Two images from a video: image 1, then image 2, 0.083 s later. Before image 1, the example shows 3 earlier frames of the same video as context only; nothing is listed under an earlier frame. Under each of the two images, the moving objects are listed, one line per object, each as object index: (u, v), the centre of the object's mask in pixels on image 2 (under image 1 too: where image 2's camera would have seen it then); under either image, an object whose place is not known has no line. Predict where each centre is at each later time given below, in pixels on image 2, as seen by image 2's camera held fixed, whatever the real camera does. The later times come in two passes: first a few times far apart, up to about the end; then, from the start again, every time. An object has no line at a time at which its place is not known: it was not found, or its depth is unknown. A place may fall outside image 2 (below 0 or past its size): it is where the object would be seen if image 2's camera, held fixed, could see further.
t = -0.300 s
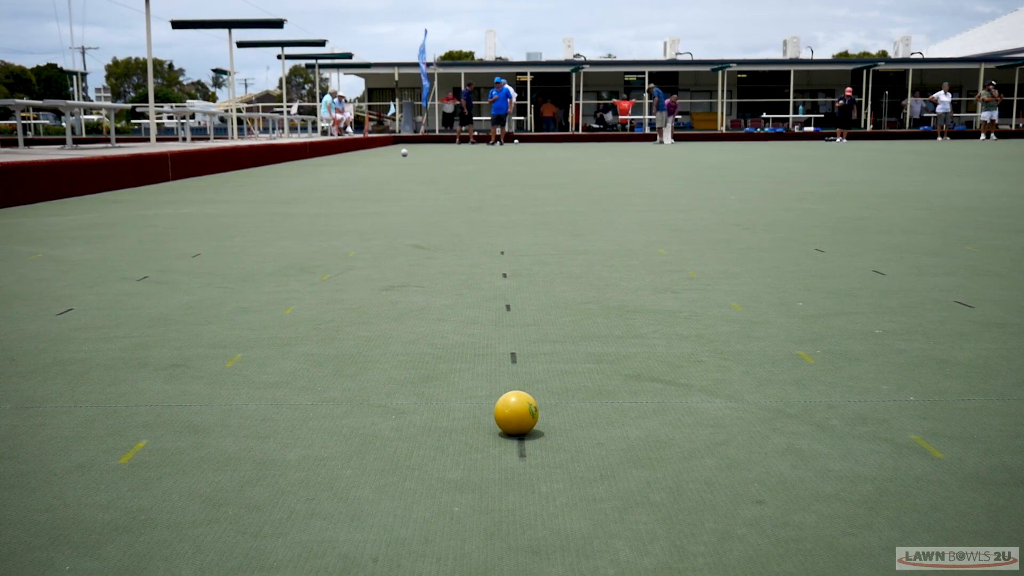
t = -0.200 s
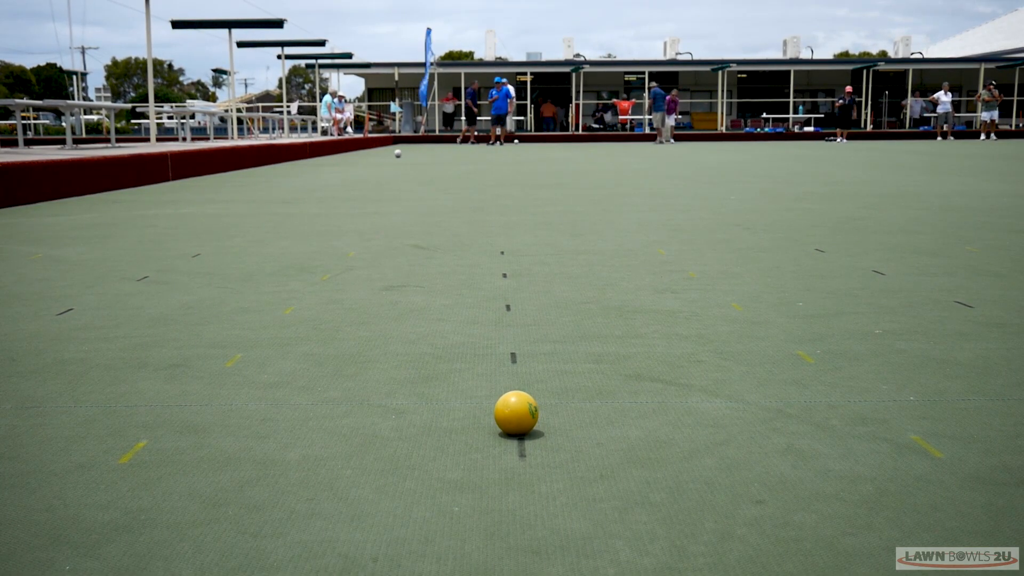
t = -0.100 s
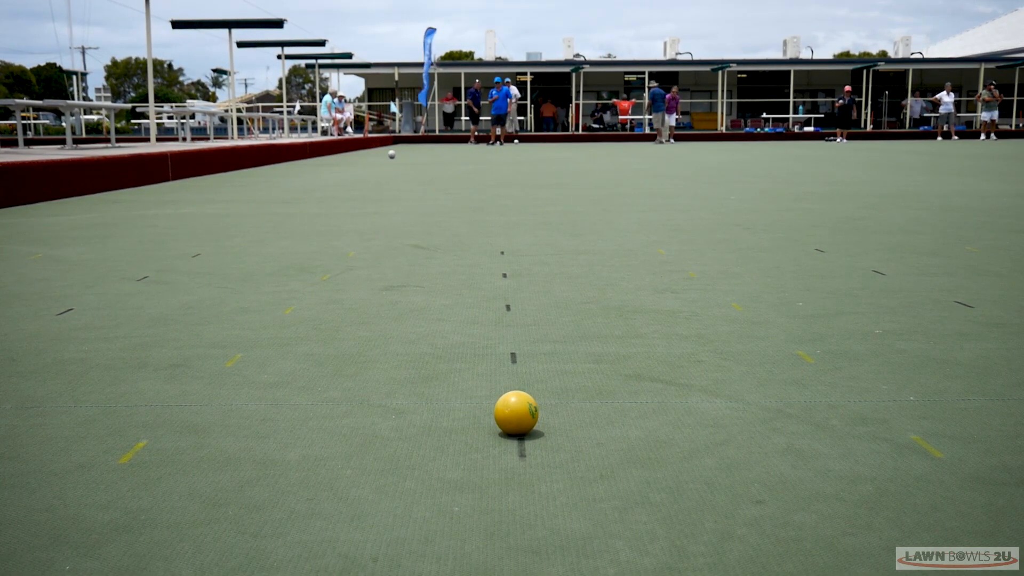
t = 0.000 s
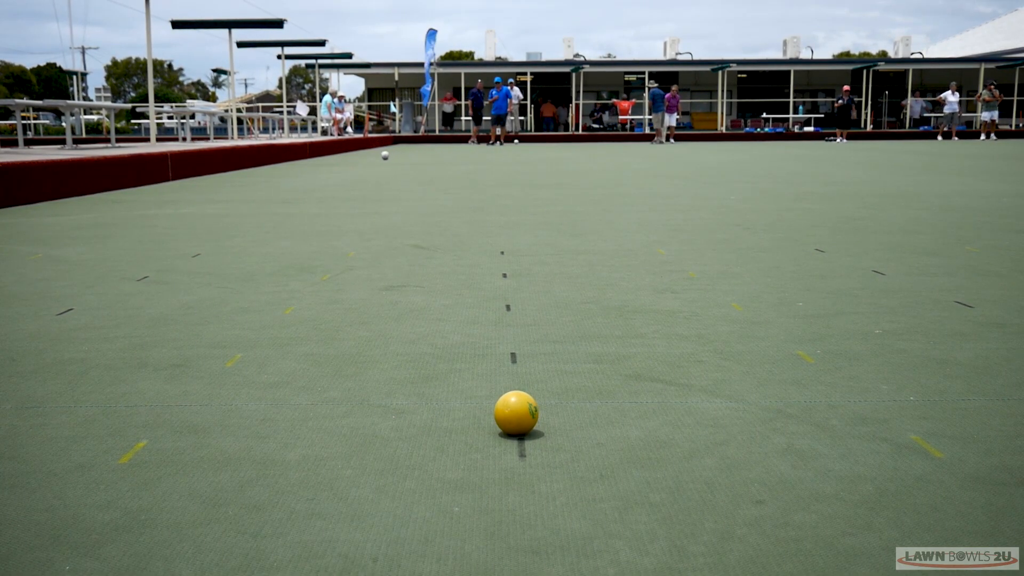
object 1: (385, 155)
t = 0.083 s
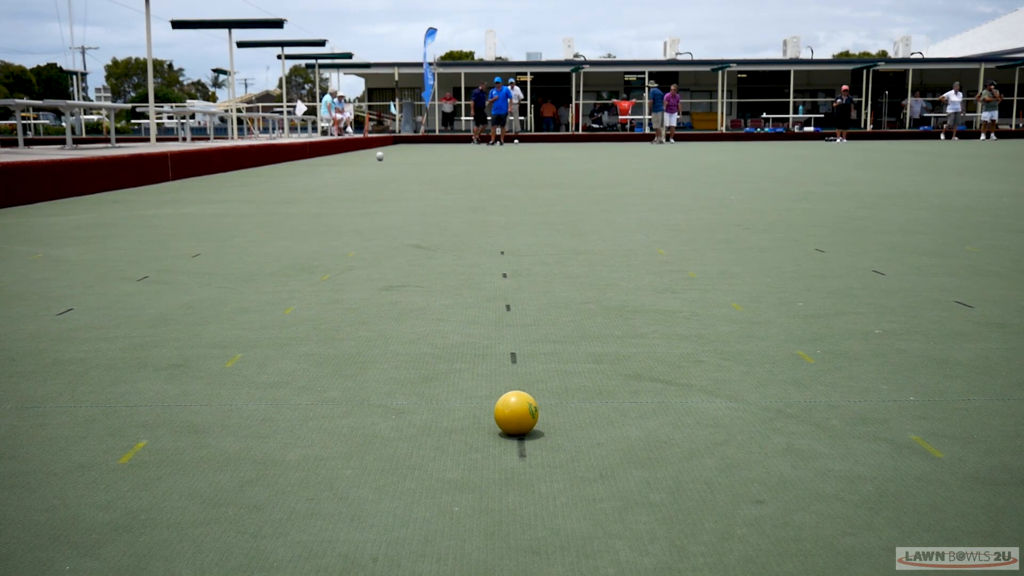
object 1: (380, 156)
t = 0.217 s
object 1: (371, 158)
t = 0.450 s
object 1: (355, 161)
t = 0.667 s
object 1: (340, 164)
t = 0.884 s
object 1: (326, 167)
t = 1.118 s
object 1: (309, 172)
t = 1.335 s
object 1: (294, 177)
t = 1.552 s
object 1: (279, 182)
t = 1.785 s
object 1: (264, 189)
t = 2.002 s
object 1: (252, 196)
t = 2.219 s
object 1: (243, 205)
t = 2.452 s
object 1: (236, 215)
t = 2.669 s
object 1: (233, 227)
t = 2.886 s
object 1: (235, 241)
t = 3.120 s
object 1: (248, 258)
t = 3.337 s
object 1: (270, 276)
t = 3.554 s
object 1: (302, 296)
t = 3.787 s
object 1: (350, 320)
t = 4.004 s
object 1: (408, 342)
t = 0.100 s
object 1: (379, 156)
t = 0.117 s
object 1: (378, 157)
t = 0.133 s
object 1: (376, 157)
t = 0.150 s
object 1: (375, 157)
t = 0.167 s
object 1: (374, 157)
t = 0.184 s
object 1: (373, 157)
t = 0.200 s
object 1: (372, 157)
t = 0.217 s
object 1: (371, 158)
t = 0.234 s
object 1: (370, 158)
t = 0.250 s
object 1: (369, 158)
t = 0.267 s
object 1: (368, 158)
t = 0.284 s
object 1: (367, 159)
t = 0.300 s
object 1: (365, 159)
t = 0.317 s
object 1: (364, 159)
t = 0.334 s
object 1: (363, 159)
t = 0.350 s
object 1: (362, 159)
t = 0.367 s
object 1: (361, 160)
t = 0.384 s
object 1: (360, 160)
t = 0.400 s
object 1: (359, 160)
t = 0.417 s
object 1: (357, 161)
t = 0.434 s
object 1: (356, 160)
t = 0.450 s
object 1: (355, 161)
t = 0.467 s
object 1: (354, 161)
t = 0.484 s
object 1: (353, 161)
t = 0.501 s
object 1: (352, 161)
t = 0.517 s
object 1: (350, 162)
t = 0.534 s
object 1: (350, 162)
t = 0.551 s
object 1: (348, 162)
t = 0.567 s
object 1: (347, 162)
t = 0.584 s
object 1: (346, 163)
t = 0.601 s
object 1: (345, 163)
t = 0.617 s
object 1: (344, 163)
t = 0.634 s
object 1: (343, 163)
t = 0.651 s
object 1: (342, 164)
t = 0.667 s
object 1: (340, 164)
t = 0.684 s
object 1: (339, 164)
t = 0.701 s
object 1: (338, 164)
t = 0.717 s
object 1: (337, 165)
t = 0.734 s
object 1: (336, 165)
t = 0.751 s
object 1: (334, 165)
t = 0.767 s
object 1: (333, 165)
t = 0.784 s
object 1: (332, 166)
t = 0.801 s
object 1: (331, 166)
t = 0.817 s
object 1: (330, 166)
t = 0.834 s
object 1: (329, 167)
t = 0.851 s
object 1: (328, 167)
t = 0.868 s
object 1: (327, 167)
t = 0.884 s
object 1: (326, 167)
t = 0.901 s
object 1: (325, 168)
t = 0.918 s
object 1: (323, 168)
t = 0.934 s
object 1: (322, 168)
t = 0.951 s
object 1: (321, 169)
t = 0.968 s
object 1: (320, 169)
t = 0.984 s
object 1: (318, 169)
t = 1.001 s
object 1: (318, 170)
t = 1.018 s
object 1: (316, 170)
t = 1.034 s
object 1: (315, 170)
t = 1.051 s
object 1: (314, 170)
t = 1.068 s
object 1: (313, 171)
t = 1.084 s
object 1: (312, 171)
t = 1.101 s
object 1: (311, 171)
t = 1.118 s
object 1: (309, 172)
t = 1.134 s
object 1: (308, 172)
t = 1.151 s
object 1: (307, 172)
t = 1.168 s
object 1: (306, 173)
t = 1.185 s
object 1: (305, 173)
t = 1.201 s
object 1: (304, 174)
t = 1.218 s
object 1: (303, 174)
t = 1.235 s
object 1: (302, 174)
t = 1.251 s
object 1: (300, 175)
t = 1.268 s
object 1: (299, 175)
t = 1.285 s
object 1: (298, 175)
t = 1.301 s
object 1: (296, 176)
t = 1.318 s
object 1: (295, 176)
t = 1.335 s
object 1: (294, 177)
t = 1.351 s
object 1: (293, 177)
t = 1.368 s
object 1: (292, 177)
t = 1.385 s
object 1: (291, 178)
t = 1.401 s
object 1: (290, 178)
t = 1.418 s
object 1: (289, 179)
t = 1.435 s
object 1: (288, 179)
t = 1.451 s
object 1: (287, 179)
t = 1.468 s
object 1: (285, 180)
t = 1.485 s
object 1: (284, 180)
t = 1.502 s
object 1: (283, 181)
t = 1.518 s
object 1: (282, 181)
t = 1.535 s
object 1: (281, 181)
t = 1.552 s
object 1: (279, 182)
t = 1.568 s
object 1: (278, 182)
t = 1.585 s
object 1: (277, 183)
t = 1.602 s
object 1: (276, 183)
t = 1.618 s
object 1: (275, 184)
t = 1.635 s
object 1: (274, 184)
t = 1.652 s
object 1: (273, 185)
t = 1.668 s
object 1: (272, 185)
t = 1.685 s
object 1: (271, 186)
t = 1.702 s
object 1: (269, 186)
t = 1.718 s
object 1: (268, 187)
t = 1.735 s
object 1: (267, 187)
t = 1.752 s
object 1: (266, 188)
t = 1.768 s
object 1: (265, 188)
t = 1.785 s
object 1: (264, 189)
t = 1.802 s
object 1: (263, 189)
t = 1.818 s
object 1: (262, 190)
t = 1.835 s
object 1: (261, 191)
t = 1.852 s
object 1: (260, 191)
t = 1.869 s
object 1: (259, 192)
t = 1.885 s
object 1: (258, 192)
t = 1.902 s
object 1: (257, 193)
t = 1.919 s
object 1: (256, 193)
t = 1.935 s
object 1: (255, 194)
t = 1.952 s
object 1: (254, 195)
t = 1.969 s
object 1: (254, 195)
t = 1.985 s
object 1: (253, 196)
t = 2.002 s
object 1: (252, 196)
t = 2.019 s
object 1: (251, 197)
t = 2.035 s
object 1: (250, 197)
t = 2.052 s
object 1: (250, 198)
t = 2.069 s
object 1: (249, 198)
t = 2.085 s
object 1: (248, 199)
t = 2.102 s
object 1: (247, 200)
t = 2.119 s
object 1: (247, 201)
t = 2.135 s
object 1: (246, 201)
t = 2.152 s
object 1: (245, 202)
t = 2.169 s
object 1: (245, 203)
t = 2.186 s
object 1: (244, 203)
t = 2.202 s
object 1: (244, 204)
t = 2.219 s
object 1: (243, 205)
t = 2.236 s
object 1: (242, 205)
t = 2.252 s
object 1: (242, 206)
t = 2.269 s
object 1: (241, 207)
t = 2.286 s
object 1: (241, 208)
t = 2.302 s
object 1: (240, 208)
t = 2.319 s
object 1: (240, 209)
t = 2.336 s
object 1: (239, 210)
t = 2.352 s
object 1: (239, 211)
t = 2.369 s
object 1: (239, 211)
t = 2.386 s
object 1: (238, 212)
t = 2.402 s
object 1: (238, 213)
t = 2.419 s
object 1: (237, 214)
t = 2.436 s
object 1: (237, 214)
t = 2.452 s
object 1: (236, 215)
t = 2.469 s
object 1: (236, 216)
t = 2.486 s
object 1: (236, 217)
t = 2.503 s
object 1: (235, 218)
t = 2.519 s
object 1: (235, 219)
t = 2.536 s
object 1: (235, 220)
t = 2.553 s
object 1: (235, 221)
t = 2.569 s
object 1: (235, 222)
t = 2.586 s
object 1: (234, 222)
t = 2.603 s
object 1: (234, 223)
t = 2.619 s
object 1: (234, 224)
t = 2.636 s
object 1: (234, 225)
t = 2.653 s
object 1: (234, 226)
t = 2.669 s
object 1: (233, 227)
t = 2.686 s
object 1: (233, 228)
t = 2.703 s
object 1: (233, 229)
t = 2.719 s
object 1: (233, 230)
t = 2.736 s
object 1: (233, 231)
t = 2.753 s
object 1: (233, 232)
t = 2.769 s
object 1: (233, 233)
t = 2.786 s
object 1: (233, 234)
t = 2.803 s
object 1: (234, 235)
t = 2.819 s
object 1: (234, 236)
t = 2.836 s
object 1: (234, 237)
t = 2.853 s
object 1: (235, 239)
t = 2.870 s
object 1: (235, 240)
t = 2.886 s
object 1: (235, 241)
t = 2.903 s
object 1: (236, 242)
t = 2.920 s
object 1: (237, 244)
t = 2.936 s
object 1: (237, 245)
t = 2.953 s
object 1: (238, 246)
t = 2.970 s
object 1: (239, 247)
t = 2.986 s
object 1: (239, 248)
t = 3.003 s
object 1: (240, 249)
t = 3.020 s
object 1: (241, 250)
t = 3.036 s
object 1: (242, 251)
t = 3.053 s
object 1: (243, 253)
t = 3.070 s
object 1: (244, 255)
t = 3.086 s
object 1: (246, 256)
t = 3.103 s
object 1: (247, 257)
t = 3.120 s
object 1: (248, 258)
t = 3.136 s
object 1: (249, 260)
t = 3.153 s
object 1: (251, 261)
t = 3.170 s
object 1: (252, 262)
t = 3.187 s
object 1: (253, 263)
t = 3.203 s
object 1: (255, 265)
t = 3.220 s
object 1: (256, 266)
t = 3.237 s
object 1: (258, 267)
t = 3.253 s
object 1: (260, 269)
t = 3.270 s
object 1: (262, 271)
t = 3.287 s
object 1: (264, 272)
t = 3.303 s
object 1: (266, 273)
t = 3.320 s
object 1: (268, 275)
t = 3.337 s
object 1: (270, 276)
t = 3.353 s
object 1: (272, 277)
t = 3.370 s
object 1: (274, 279)
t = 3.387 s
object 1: (276, 280)
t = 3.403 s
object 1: (279, 282)
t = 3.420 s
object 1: (281, 283)
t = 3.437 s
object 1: (283, 285)
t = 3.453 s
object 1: (287, 287)
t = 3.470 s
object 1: (289, 289)
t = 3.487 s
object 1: (292, 290)
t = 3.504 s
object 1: (294, 292)
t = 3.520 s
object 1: (297, 294)
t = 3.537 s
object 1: (299, 295)
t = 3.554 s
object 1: (302, 296)
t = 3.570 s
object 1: (305, 298)
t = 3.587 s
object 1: (308, 300)
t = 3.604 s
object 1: (310, 301)
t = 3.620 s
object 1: (313, 303)
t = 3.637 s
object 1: (316, 304)
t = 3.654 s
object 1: (321, 307)
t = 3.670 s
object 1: (324, 308)
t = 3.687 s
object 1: (328, 310)
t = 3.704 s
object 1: (331, 312)
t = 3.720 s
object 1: (335, 313)
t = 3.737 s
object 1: (339, 315)
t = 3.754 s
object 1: (342, 316)
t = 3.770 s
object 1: (346, 318)
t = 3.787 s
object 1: (350, 320)
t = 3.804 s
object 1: (353, 321)
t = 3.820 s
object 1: (357, 323)
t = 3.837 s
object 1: (363, 326)
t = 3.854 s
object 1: (367, 327)
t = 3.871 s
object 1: (372, 329)
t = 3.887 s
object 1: (376, 331)
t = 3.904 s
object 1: (380, 332)
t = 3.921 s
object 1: (384, 334)
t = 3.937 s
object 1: (389, 336)
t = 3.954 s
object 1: (393, 337)
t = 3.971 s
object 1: (398, 339)
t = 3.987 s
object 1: (403, 341)
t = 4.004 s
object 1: (408, 342)
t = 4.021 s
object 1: (413, 344)
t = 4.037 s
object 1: (420, 346)
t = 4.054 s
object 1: (425, 348)
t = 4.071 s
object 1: (430, 350)
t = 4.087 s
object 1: (436, 352)
